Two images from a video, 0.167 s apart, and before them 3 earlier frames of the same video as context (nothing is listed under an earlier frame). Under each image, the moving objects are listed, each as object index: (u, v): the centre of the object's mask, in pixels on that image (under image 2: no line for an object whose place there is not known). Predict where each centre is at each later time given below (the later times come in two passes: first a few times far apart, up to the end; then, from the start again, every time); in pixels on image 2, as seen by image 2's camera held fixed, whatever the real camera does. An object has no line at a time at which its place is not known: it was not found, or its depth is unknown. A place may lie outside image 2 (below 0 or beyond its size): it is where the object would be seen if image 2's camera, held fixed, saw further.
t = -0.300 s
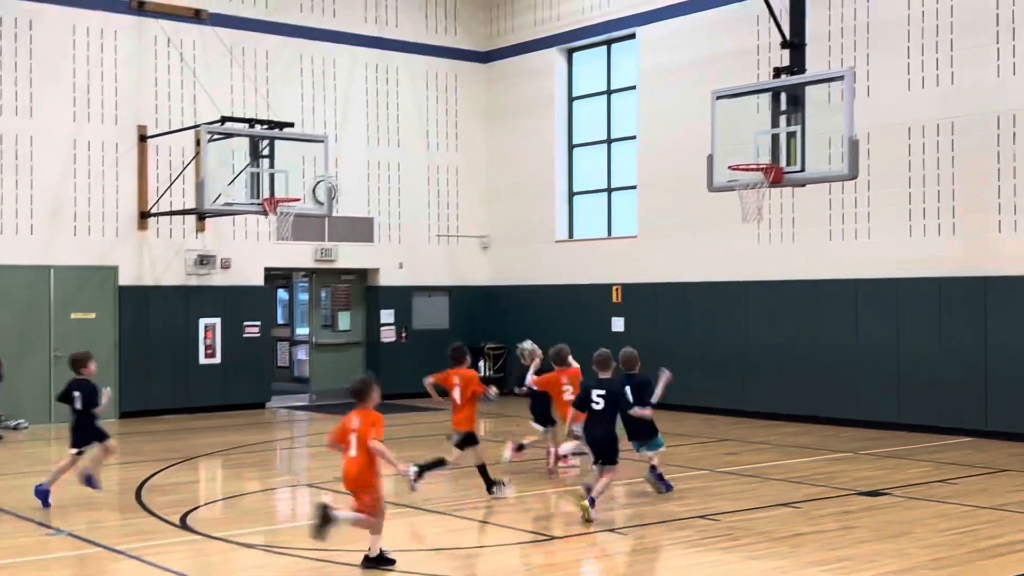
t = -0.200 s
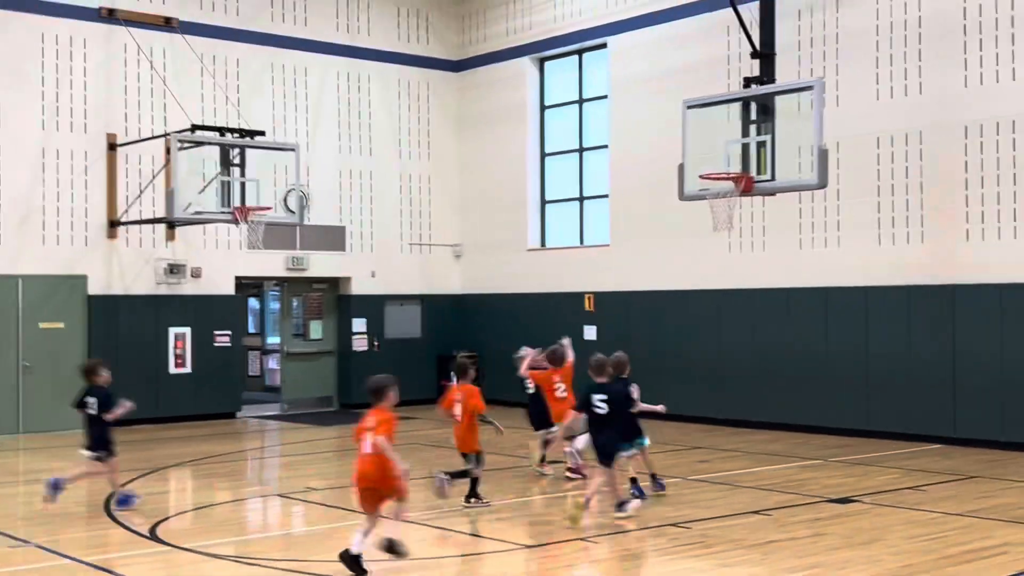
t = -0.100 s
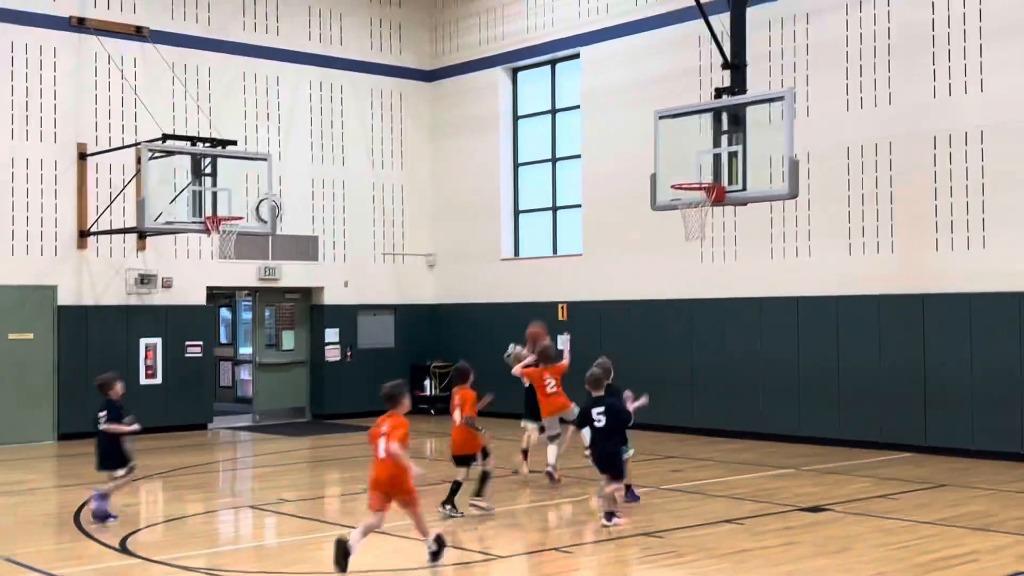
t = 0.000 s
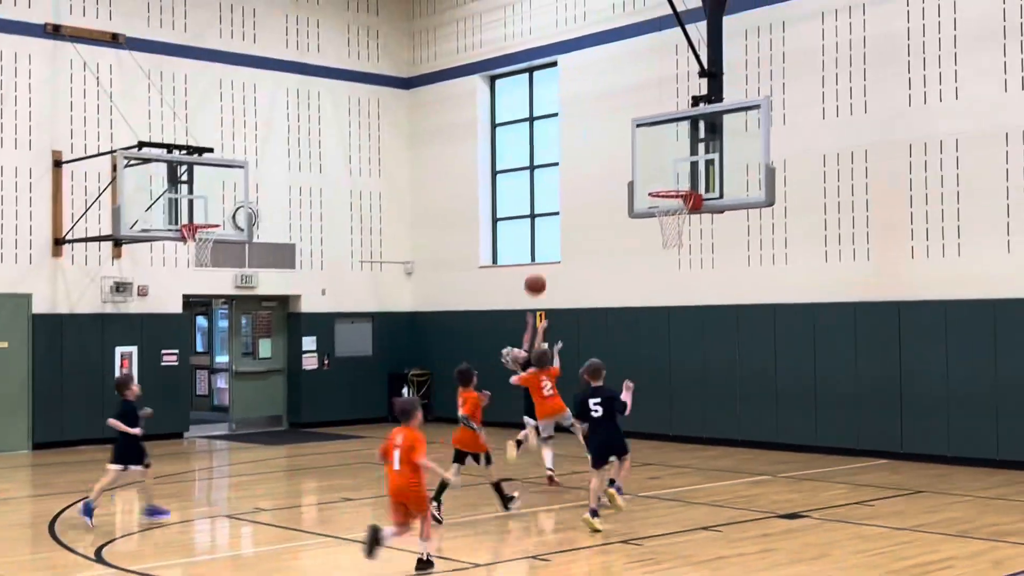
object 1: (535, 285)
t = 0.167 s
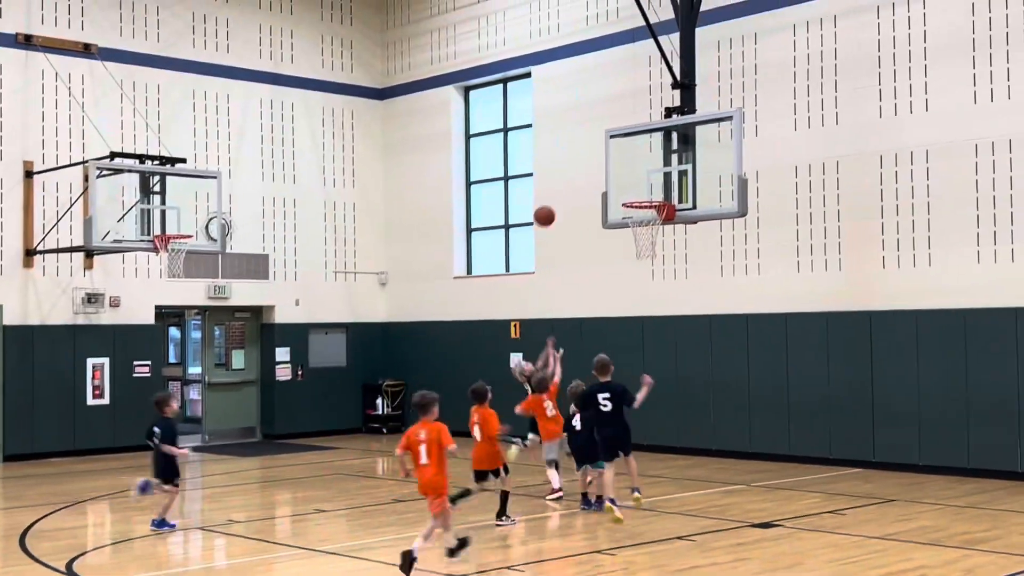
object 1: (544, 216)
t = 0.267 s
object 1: (565, 182)
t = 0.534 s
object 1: (621, 137)
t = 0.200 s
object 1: (551, 204)
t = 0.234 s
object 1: (558, 192)
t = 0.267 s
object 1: (565, 182)
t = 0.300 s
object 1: (573, 173)
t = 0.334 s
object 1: (580, 165)
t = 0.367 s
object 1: (586, 158)
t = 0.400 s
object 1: (593, 151)
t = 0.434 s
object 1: (600, 147)
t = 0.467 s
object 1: (607, 143)
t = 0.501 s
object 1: (614, 139)
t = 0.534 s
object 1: (621, 137)
